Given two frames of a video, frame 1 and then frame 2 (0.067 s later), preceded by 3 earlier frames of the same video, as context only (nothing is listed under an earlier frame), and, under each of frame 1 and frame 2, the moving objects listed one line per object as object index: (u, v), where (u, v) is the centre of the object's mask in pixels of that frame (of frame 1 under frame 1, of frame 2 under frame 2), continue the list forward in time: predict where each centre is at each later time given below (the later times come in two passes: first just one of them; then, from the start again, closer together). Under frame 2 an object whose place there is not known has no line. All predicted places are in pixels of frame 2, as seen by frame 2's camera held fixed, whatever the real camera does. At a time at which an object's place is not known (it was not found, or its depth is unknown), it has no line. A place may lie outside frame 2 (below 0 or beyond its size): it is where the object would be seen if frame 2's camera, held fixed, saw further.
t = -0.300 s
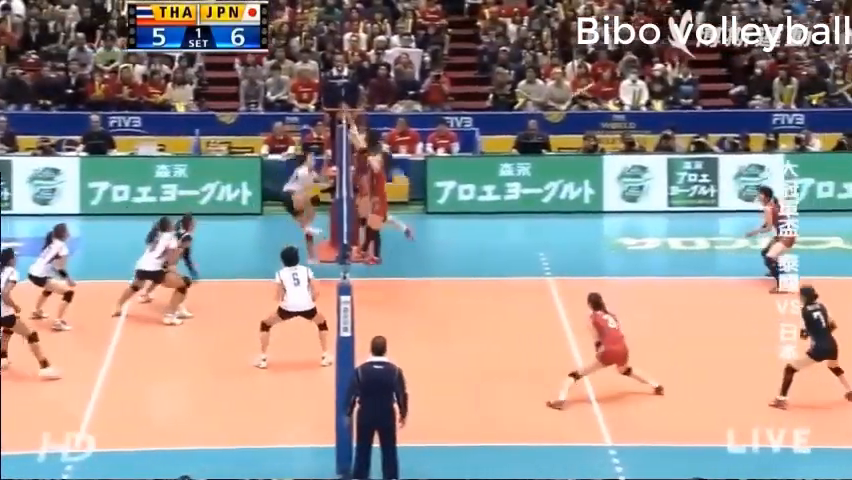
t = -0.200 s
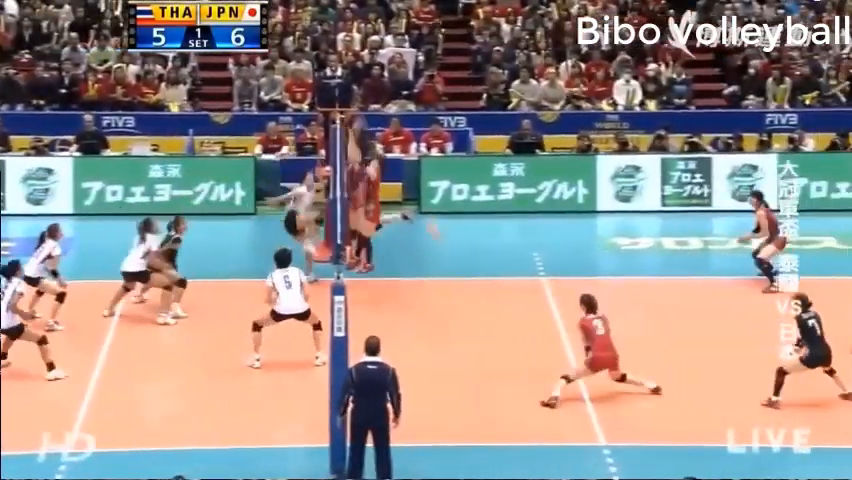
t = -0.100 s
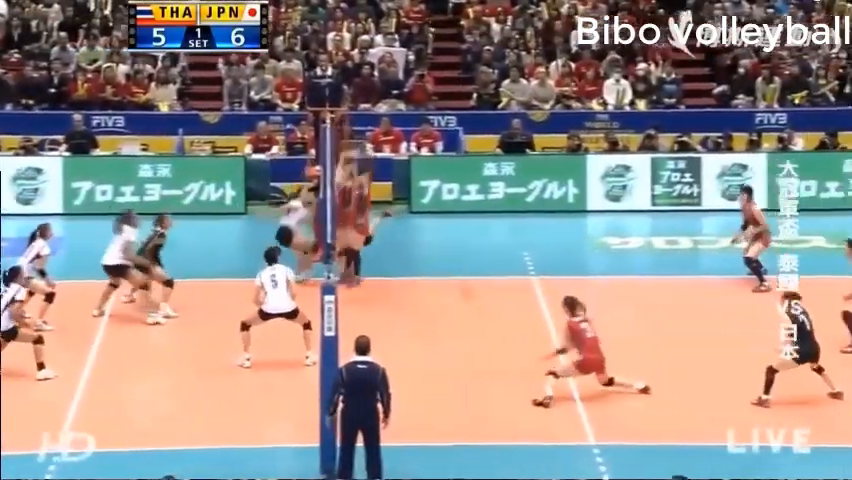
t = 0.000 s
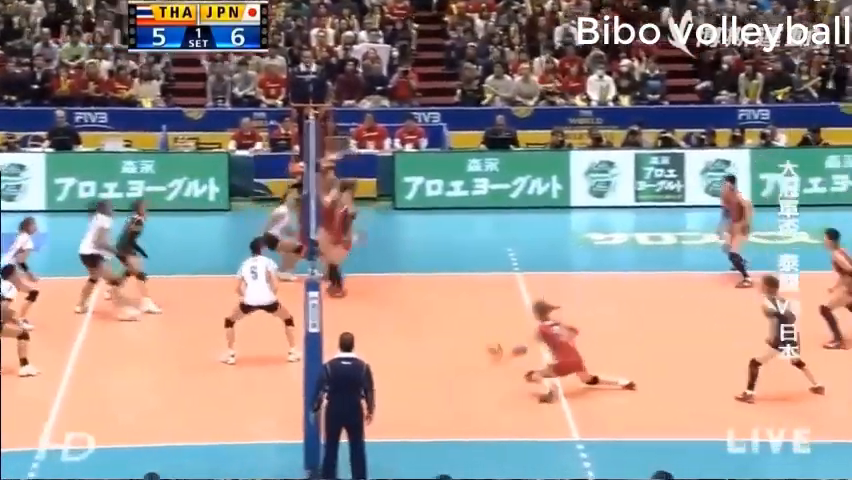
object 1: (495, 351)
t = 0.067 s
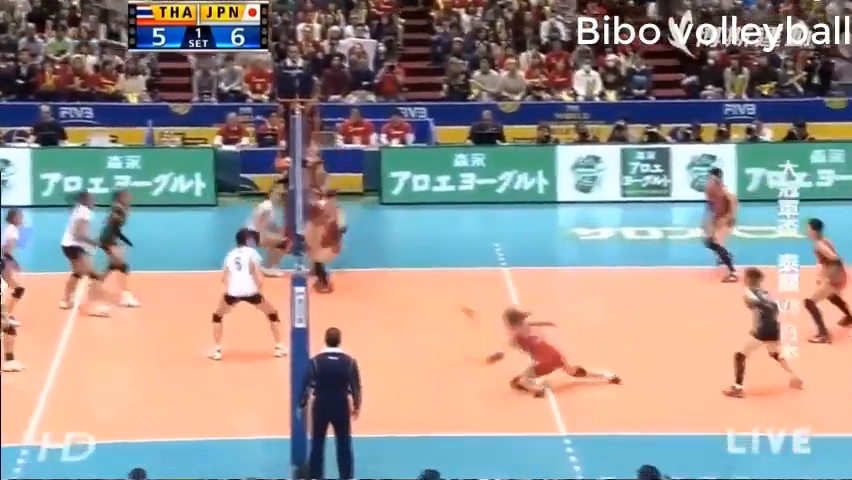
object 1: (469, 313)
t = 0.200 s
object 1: (445, 249)
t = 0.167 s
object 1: (450, 261)
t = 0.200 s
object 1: (445, 249)
